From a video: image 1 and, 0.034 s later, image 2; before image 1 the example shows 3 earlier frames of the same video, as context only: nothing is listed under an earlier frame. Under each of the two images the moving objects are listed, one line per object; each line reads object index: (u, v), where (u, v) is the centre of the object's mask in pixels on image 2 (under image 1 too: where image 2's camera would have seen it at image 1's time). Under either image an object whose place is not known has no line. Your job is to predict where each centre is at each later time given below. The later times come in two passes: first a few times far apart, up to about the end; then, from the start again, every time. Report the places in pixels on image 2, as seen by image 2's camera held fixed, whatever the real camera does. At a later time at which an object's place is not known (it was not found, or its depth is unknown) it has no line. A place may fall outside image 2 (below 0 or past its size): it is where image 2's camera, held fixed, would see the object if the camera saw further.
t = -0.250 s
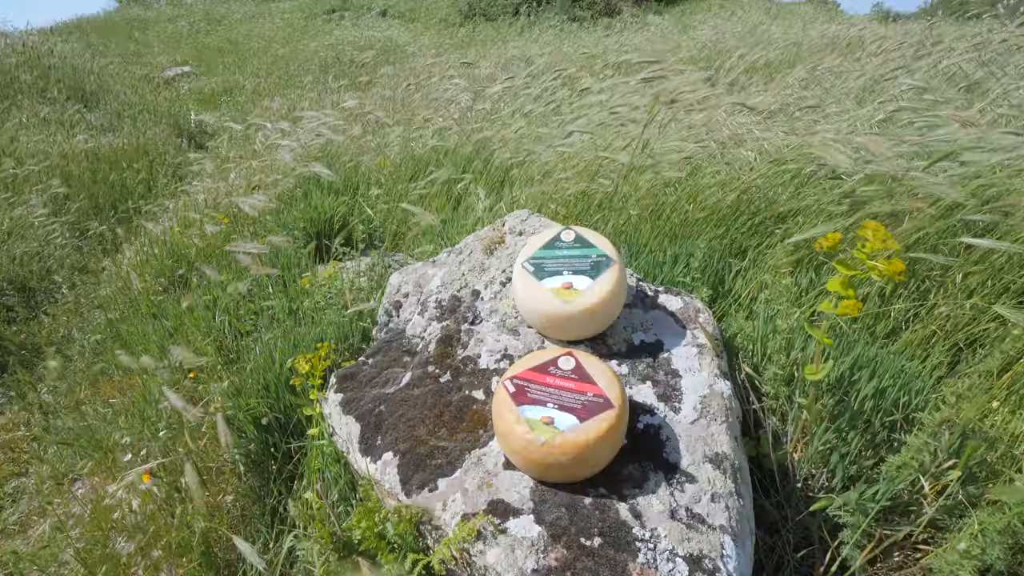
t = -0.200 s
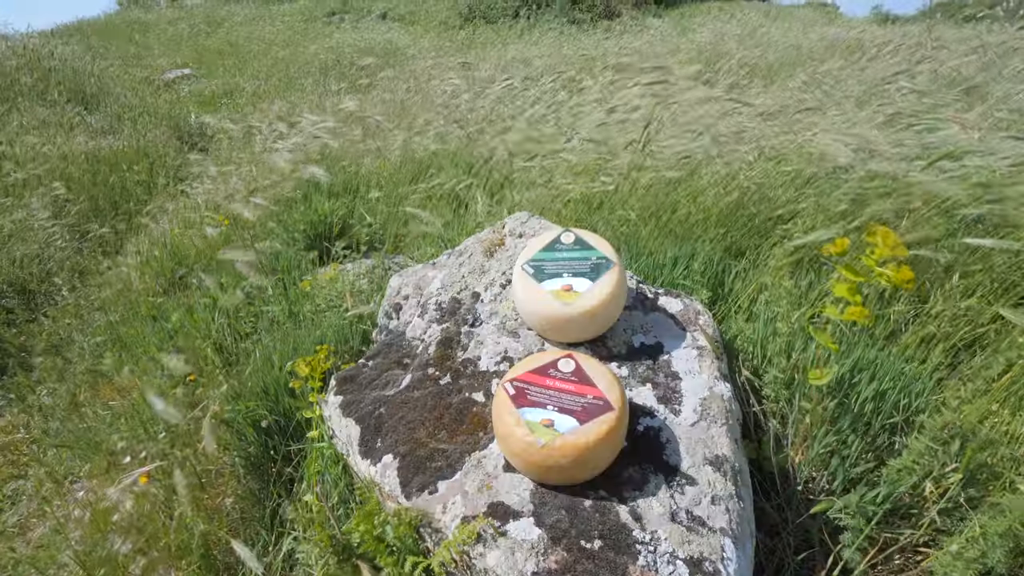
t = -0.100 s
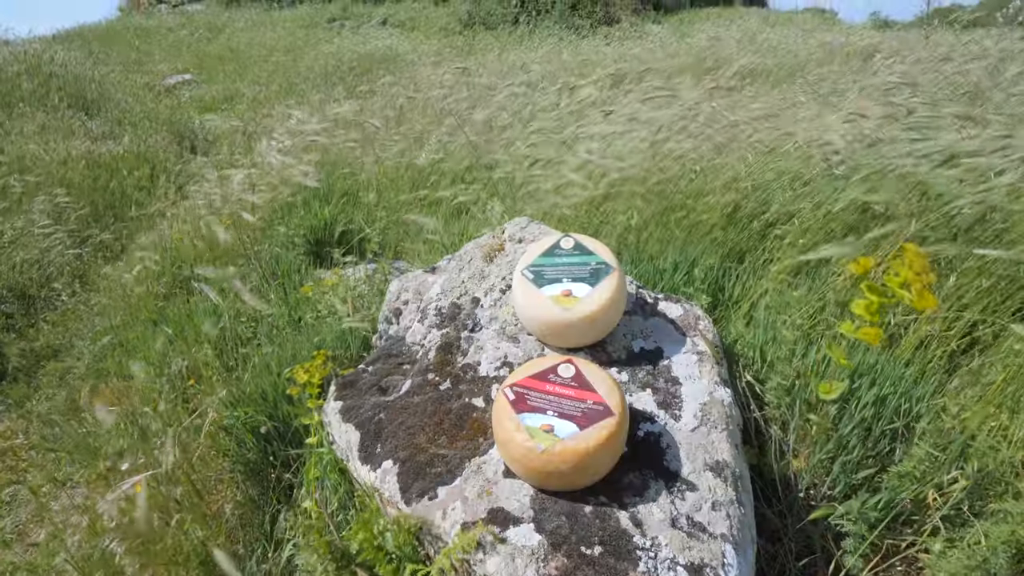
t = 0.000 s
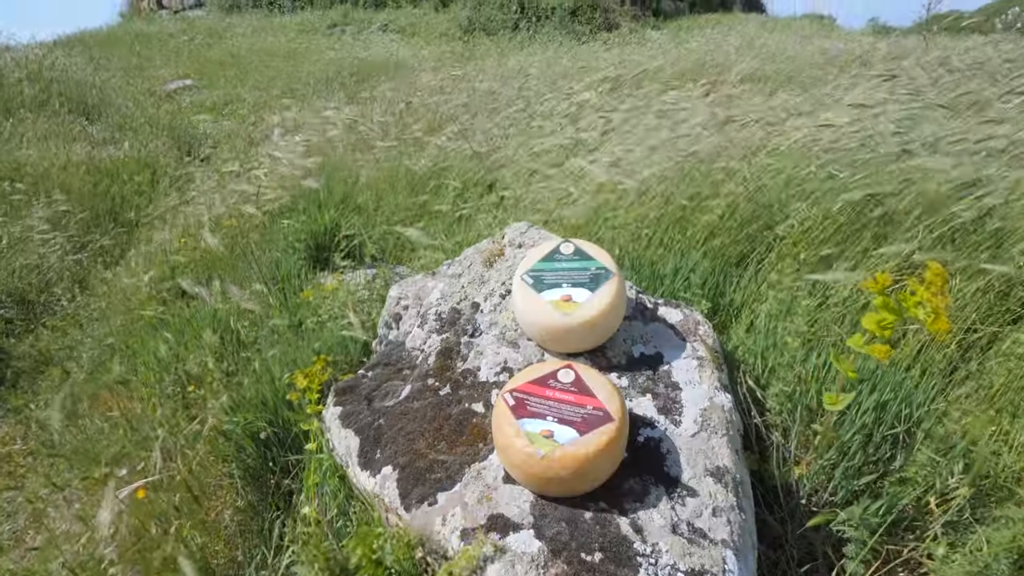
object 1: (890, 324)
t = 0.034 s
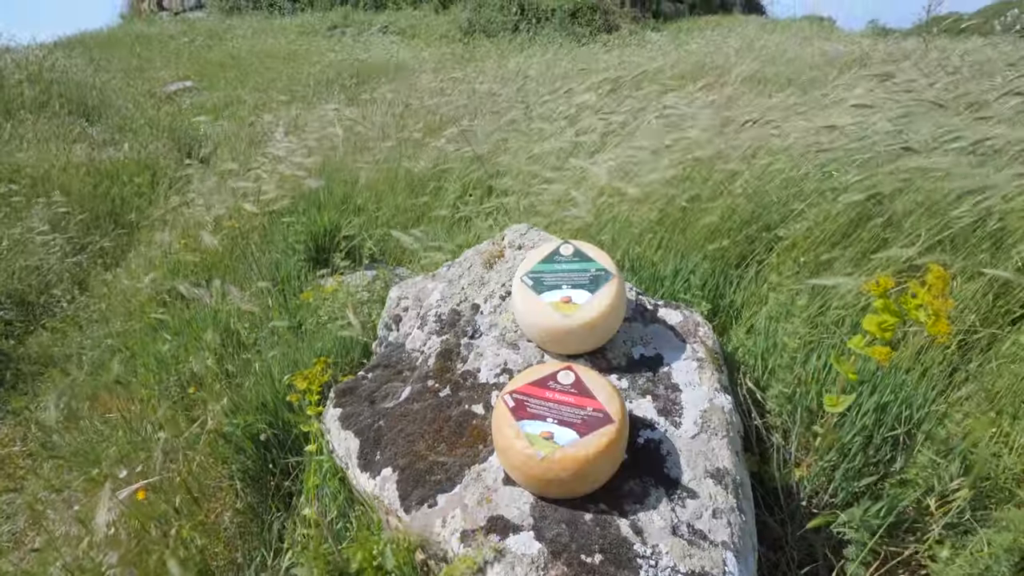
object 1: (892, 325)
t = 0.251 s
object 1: (893, 321)
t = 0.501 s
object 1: (872, 311)
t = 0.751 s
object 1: (865, 309)
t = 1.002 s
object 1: (849, 307)
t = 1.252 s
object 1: (859, 308)
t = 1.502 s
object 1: (847, 307)
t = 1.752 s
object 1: (822, 297)
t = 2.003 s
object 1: (828, 299)
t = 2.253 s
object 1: (820, 298)
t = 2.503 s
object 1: (822, 300)
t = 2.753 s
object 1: (821, 301)
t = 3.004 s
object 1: (820, 302)
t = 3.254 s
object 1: (821, 298)
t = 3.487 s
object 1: (821, 292)
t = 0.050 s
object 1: (892, 325)
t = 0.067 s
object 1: (892, 325)
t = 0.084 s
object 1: (892, 324)
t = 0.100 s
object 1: (891, 325)
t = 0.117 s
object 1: (892, 324)
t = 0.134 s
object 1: (892, 323)
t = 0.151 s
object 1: (892, 323)
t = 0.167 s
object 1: (891, 323)
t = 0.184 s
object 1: (893, 320)
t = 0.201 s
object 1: (893, 321)
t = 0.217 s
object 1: (893, 320)
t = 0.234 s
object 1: (893, 320)
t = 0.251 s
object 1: (893, 321)
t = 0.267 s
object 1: (892, 320)
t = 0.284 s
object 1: (890, 320)
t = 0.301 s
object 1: (887, 319)
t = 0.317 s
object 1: (885, 317)
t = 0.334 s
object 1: (884, 318)
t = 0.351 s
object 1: (884, 317)
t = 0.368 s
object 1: (883, 317)
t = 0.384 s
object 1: (881, 316)
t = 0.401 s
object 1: (878, 314)
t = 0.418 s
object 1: (876, 314)
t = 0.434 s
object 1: (876, 312)
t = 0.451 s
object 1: (874, 312)
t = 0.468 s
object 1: (873, 312)
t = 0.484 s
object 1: (872, 312)
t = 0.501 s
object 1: (872, 311)
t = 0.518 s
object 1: (872, 310)
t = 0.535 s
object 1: (872, 309)
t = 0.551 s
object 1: (871, 309)
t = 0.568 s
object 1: (870, 309)
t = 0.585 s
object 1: (869, 308)
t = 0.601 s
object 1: (869, 307)
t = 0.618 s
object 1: (868, 307)
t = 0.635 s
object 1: (868, 307)
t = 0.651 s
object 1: (868, 307)
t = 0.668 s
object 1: (868, 307)
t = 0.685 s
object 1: (867, 307)
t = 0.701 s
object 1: (867, 307)
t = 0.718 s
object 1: (867, 307)
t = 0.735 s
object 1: (865, 308)
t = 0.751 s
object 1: (865, 309)
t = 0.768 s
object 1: (864, 308)
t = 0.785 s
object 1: (863, 306)
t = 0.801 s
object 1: (861, 307)
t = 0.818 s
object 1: (860, 307)
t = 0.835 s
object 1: (856, 308)
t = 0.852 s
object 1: (855, 308)
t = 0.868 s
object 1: (853, 309)
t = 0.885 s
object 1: (852, 308)
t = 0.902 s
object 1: (851, 308)
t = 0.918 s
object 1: (851, 308)
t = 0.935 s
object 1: (851, 307)
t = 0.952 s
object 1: (850, 307)
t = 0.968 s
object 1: (850, 307)
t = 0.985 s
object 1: (849, 308)
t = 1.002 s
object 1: (849, 307)
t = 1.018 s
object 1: (849, 307)
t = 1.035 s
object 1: (850, 307)
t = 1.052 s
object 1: (852, 307)
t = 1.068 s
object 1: (853, 308)
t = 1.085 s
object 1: (854, 308)
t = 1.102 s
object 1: (854, 307)
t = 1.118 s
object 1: (854, 307)
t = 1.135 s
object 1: (855, 307)
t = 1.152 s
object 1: (855, 306)
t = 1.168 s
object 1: (855, 307)
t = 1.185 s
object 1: (856, 306)
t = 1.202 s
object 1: (857, 306)
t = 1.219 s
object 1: (859, 307)
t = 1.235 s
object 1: (859, 308)
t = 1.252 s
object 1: (859, 308)
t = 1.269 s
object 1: (859, 308)
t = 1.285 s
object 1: (859, 308)
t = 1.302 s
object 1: (859, 309)
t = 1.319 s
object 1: (859, 309)
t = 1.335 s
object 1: (859, 309)
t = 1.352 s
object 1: (860, 309)
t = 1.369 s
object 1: (860, 309)
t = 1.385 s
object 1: (859, 309)
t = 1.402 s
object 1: (859, 309)
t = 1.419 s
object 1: (859, 309)
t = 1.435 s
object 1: (858, 309)
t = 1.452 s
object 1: (857, 309)
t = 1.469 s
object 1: (855, 308)
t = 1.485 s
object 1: (851, 307)
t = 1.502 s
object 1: (847, 307)
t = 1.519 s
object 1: (846, 304)
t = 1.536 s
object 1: (844, 302)
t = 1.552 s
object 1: (842, 302)
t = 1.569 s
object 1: (841, 302)
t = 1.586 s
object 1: (839, 300)
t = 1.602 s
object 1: (836, 298)
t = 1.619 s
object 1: (835, 298)
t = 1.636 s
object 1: (833, 297)
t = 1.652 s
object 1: (832, 297)
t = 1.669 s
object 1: (829, 297)
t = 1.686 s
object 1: (826, 297)
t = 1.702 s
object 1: (823, 297)
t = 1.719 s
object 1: (823, 298)
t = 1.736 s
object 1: (822, 297)
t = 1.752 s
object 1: (822, 297)
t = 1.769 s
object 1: (822, 297)
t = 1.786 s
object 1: (822, 297)
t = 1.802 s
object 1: (822, 298)
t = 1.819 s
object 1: (823, 299)
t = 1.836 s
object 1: (823, 298)
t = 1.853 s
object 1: (825, 298)
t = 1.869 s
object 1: (826, 298)
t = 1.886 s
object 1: (826, 299)
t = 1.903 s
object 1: (827, 299)
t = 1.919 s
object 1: (829, 299)
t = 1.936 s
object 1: (829, 299)
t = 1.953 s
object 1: (829, 299)
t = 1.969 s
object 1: (829, 299)
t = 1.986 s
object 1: (829, 299)
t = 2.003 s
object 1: (828, 299)
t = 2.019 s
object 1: (828, 299)
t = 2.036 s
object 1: (828, 299)
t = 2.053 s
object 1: (827, 299)
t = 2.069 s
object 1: (826, 300)
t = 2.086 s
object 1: (825, 299)
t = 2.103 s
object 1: (825, 299)
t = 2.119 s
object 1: (825, 300)
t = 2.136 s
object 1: (823, 300)
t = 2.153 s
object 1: (822, 298)
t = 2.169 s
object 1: (822, 300)
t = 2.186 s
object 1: (821, 298)
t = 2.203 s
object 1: (821, 298)
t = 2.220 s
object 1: (821, 298)
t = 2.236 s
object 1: (820, 298)
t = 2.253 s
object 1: (820, 298)
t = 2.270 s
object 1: (820, 298)
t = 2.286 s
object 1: (820, 298)
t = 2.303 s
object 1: (820, 302)
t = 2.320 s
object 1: (820, 298)
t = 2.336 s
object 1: (820, 299)
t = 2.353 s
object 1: (821, 299)
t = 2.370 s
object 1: (821, 300)
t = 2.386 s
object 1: (822, 299)
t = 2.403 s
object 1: (822, 300)
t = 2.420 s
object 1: (822, 300)
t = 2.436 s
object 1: (822, 300)
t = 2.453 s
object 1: (822, 300)
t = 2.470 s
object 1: (822, 301)
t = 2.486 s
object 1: (822, 300)
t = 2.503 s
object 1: (822, 300)
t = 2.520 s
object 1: (821, 303)
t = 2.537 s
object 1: (821, 300)
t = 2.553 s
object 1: (821, 302)
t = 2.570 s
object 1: (821, 299)
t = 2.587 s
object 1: (821, 302)
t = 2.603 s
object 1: (821, 300)
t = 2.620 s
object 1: (821, 301)
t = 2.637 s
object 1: (821, 302)
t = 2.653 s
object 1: (820, 302)
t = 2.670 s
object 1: (820, 301)
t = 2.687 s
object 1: (821, 300)
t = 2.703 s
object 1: (821, 300)
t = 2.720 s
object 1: (821, 300)
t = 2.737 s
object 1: (821, 301)
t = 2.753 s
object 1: (821, 301)
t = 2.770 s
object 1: (822, 301)
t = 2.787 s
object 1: (822, 301)
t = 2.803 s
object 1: (822, 301)
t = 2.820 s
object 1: (822, 301)
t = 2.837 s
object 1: (822, 301)
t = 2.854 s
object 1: (822, 301)
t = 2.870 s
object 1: (821, 301)
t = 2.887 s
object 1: (821, 300)
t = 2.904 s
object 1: (820, 301)
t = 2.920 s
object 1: (820, 301)
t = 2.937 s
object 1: (820, 301)
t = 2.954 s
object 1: (820, 301)
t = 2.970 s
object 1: (820, 301)
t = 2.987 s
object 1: (820, 301)
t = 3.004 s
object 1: (820, 302)
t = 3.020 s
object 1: (820, 302)
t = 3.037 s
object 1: (820, 302)
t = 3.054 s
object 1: (819, 302)
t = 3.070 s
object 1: (820, 302)
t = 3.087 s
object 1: (820, 302)
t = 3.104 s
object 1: (820, 302)
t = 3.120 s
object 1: (820, 302)
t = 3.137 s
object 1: (821, 301)
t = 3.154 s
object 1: (821, 301)
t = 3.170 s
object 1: (821, 300)
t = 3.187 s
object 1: (821, 300)
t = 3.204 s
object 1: (821, 299)
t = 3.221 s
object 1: (821, 299)
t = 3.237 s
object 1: (821, 299)
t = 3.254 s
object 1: (821, 298)
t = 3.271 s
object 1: (821, 298)
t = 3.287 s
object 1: (821, 298)
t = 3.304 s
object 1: (821, 297)
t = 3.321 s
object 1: (821, 296)
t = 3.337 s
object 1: (820, 296)
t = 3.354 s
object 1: (820, 295)
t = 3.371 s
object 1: (820, 295)
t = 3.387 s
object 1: (820, 294)
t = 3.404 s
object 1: (821, 294)
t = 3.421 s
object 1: (821, 294)
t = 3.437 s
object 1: (821, 293)
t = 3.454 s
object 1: (821, 293)
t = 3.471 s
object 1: (821, 292)
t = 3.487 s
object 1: (821, 292)
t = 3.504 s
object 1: (821, 292)
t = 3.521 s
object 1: (821, 292)
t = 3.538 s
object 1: (822, 292)
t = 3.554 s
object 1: (822, 291)
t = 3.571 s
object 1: (822, 291)
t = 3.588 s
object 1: (822, 291)
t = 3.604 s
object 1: (823, 291)
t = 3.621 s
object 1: (823, 291)
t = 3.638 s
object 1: (824, 290)
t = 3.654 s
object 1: (825, 291)
